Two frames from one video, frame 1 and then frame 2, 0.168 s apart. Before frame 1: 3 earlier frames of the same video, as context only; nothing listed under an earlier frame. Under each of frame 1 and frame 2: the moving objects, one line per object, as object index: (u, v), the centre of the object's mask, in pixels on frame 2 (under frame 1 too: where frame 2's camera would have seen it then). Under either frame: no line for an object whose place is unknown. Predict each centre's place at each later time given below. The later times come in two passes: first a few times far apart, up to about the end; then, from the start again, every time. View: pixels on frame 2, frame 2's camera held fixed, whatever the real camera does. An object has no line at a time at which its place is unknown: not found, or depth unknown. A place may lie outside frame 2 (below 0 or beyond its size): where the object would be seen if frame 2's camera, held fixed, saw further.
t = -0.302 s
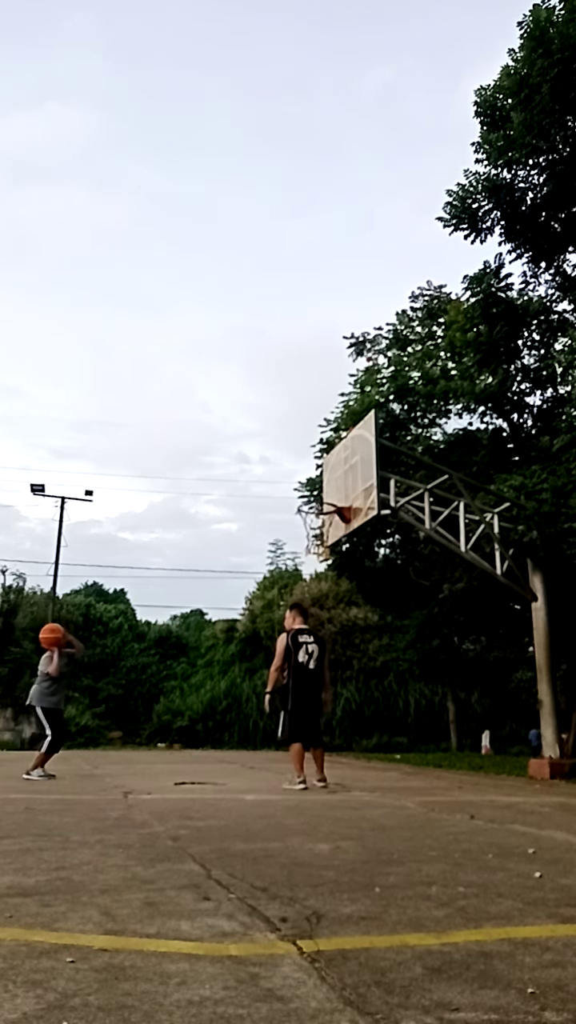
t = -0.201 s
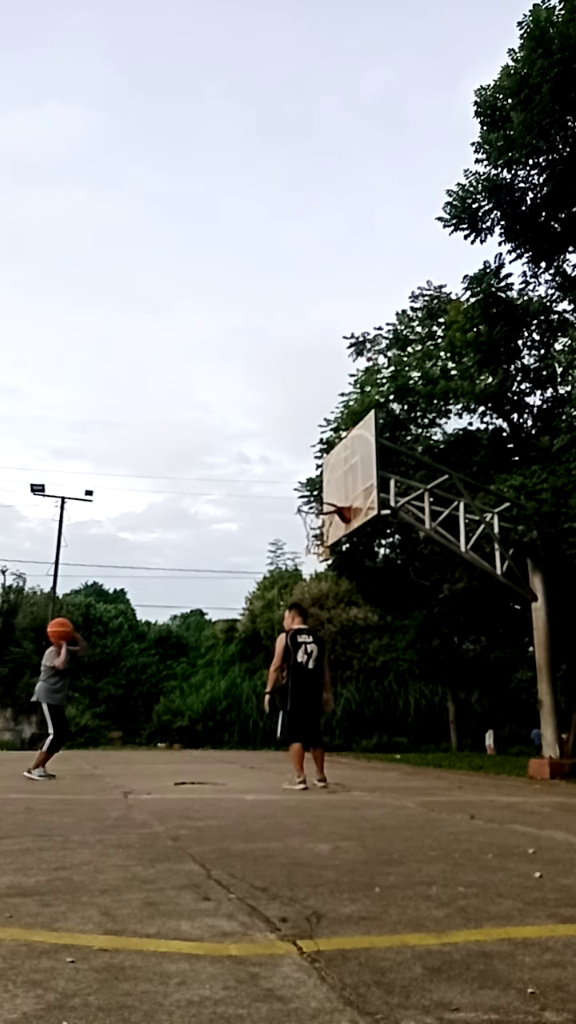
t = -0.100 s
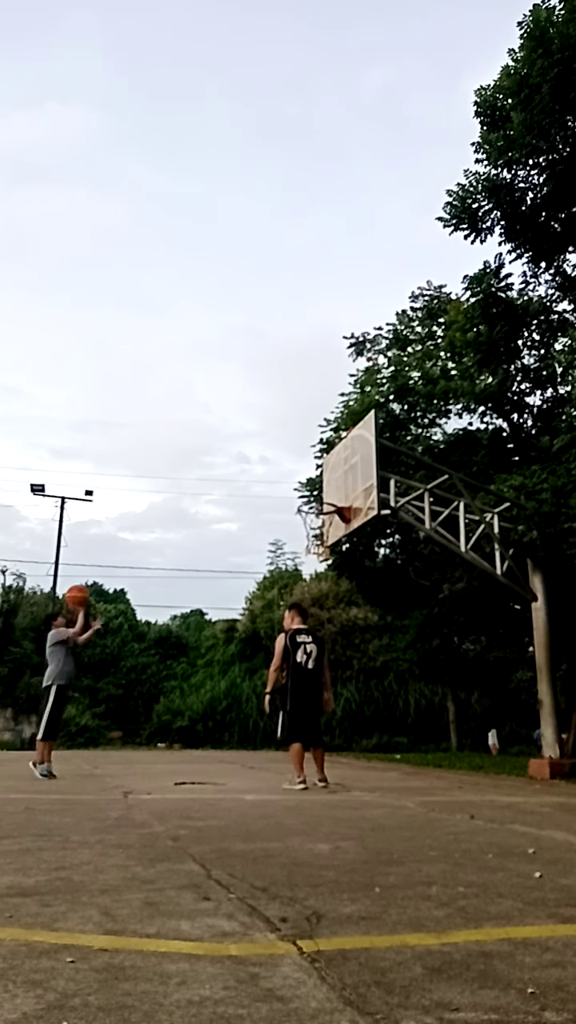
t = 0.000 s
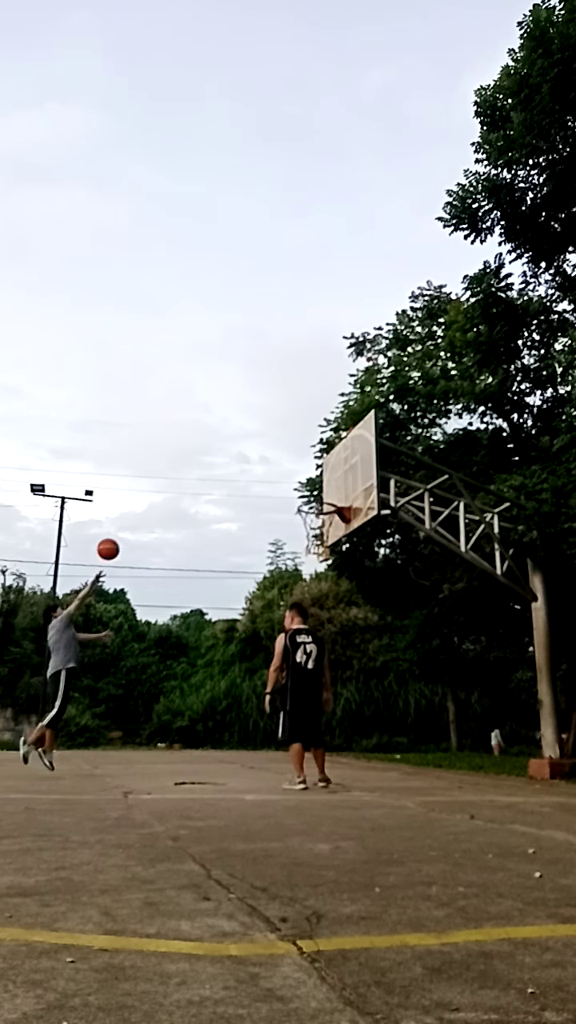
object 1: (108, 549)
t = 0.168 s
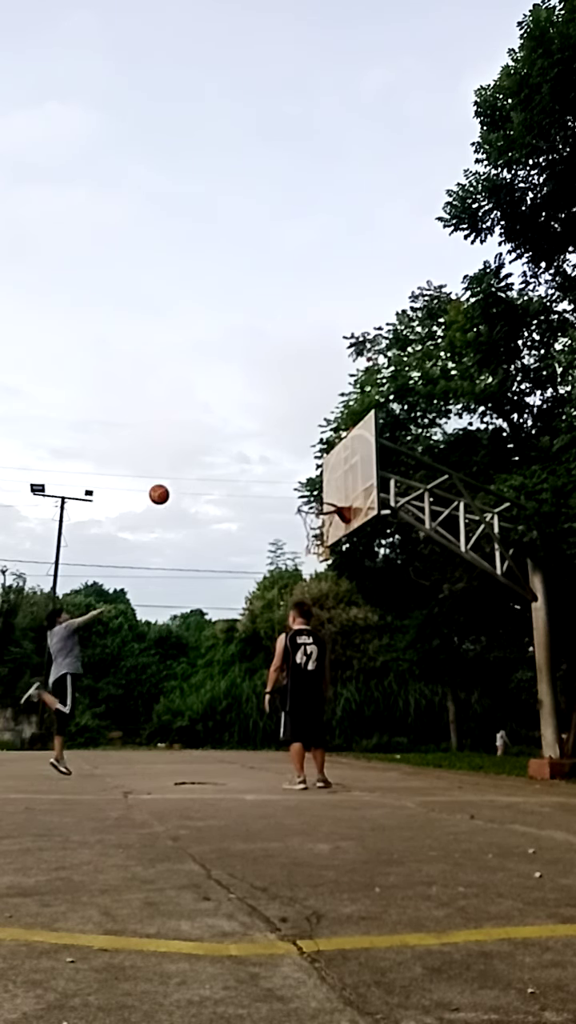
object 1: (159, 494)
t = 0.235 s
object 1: (177, 480)
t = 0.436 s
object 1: (226, 462)
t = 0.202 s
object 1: (168, 487)
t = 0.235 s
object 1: (177, 480)
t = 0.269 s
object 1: (186, 475)
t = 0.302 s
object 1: (194, 470)
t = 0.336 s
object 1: (203, 467)
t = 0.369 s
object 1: (211, 464)
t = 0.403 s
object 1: (218, 463)
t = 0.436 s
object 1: (226, 462)
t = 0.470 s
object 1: (234, 462)
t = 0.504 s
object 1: (241, 462)
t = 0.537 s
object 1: (249, 464)
